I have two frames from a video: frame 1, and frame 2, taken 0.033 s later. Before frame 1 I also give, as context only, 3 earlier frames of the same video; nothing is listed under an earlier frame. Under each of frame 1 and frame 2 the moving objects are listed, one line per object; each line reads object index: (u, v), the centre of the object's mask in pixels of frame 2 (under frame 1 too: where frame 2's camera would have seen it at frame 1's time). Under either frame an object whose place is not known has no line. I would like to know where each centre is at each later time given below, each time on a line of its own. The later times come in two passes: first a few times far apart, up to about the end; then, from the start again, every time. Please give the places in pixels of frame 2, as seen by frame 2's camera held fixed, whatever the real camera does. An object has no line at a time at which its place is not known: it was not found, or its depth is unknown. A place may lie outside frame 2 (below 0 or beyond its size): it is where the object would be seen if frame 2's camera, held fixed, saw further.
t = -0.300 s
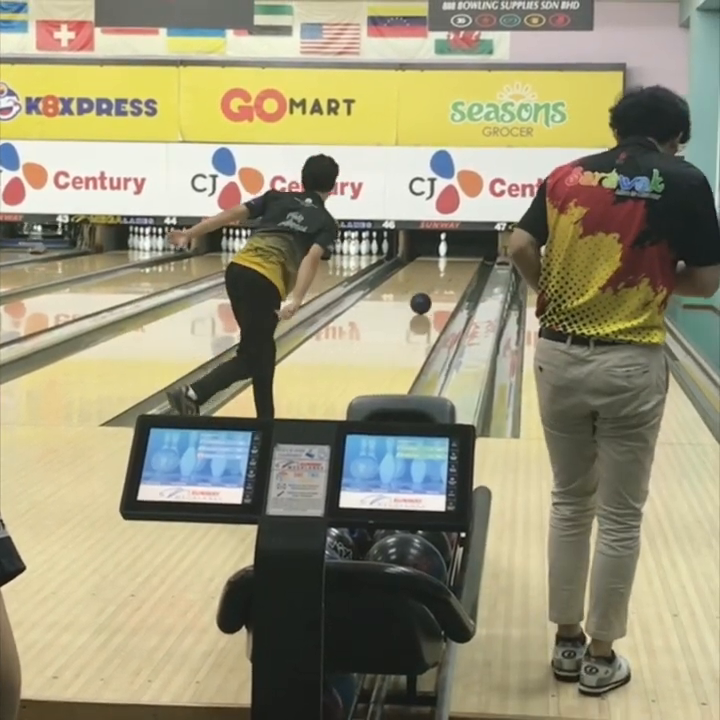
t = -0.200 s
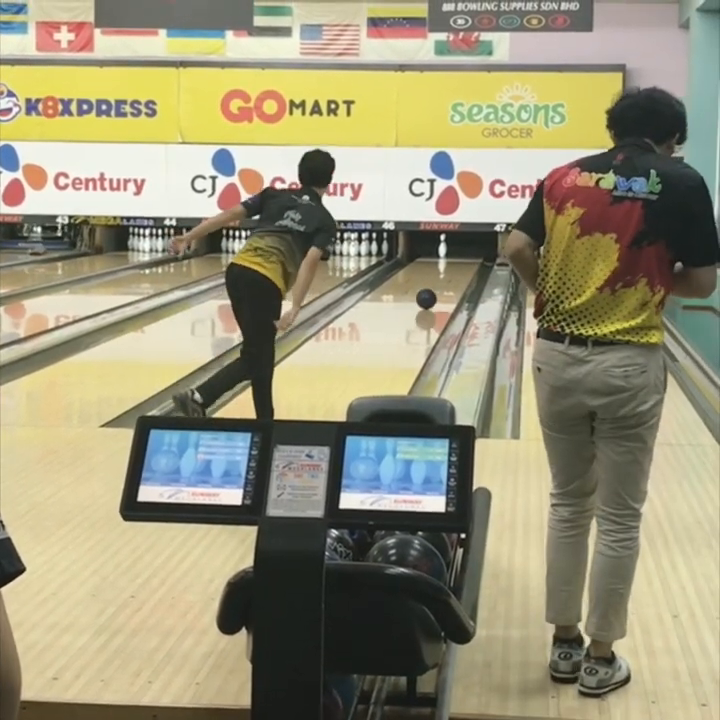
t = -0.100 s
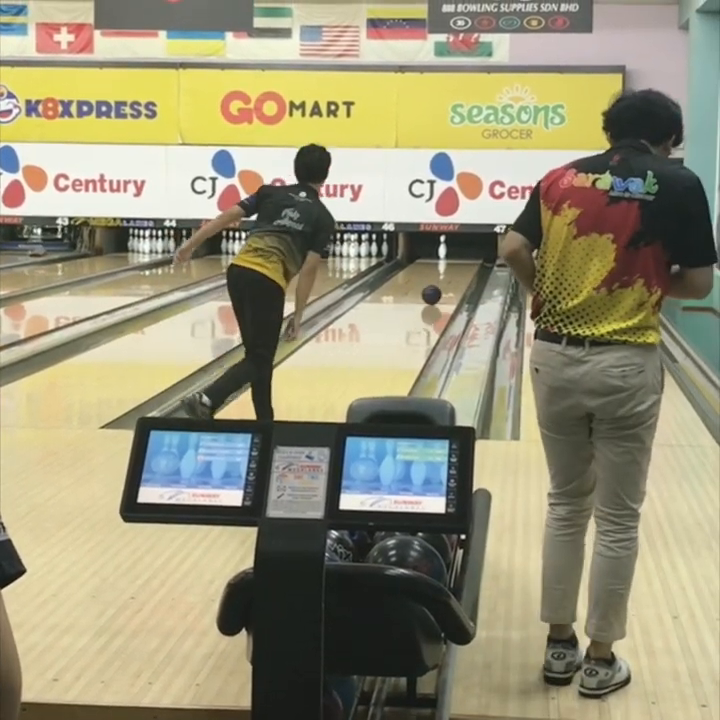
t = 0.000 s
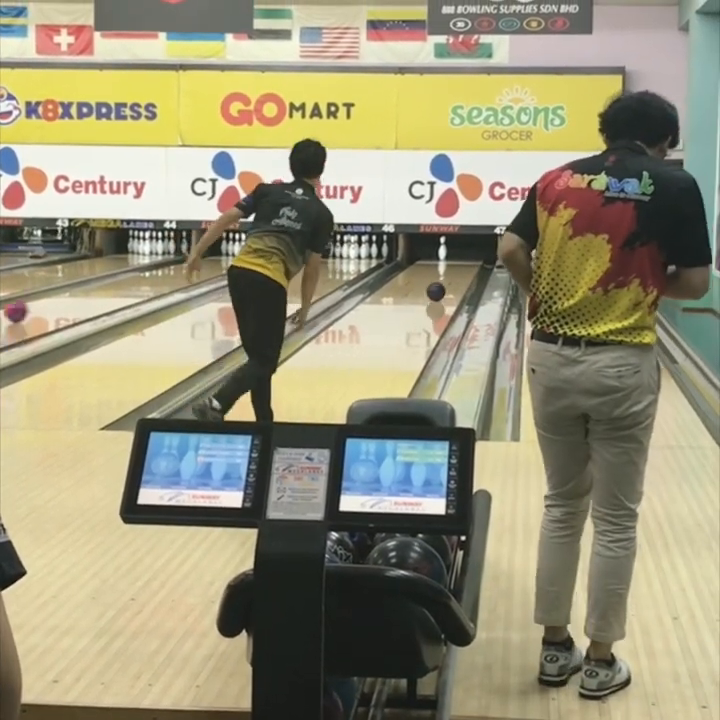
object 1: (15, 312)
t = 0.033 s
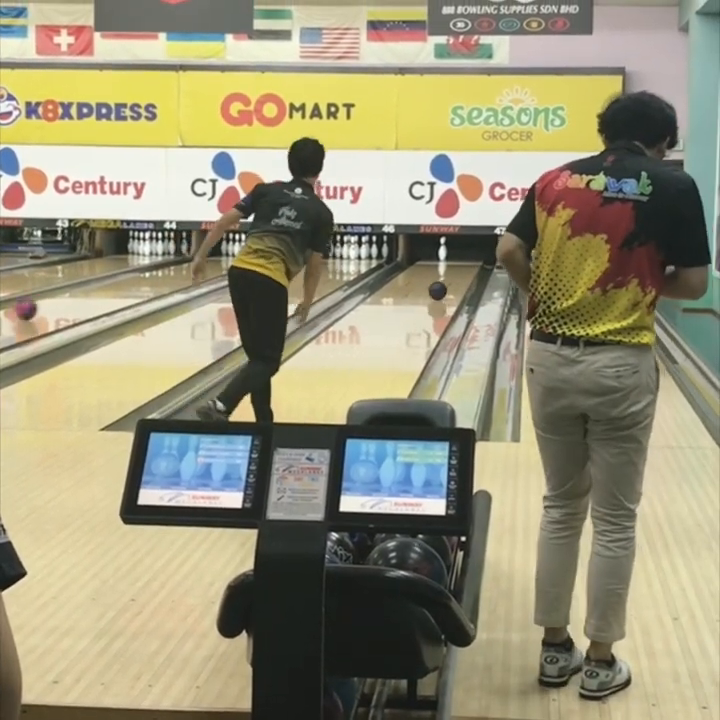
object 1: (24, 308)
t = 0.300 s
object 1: (94, 293)
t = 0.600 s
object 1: (153, 279)
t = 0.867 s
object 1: (193, 270)
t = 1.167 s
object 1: (223, 262)
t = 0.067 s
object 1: (34, 306)
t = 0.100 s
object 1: (44, 304)
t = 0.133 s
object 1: (53, 302)
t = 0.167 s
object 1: (62, 300)
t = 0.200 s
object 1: (70, 298)
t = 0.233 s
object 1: (78, 296)
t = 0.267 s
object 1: (86, 294)
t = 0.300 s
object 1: (94, 293)
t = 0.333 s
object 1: (101, 291)
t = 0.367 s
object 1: (108, 290)
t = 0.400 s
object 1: (115, 288)
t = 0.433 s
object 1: (122, 286)
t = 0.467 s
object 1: (129, 285)
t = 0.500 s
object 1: (136, 283)
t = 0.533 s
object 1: (142, 282)
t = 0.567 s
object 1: (147, 280)
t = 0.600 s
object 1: (153, 279)
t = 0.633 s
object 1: (159, 278)
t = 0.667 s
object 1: (164, 276)
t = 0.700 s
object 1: (169, 275)
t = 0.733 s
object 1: (175, 274)
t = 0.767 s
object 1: (180, 273)
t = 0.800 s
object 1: (184, 272)
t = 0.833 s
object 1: (188, 270)
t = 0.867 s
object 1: (193, 270)
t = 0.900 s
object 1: (197, 268)
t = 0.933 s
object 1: (201, 267)
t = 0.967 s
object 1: (204, 266)
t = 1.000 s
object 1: (209, 265)
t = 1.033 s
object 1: (211, 264)
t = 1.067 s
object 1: (214, 263)
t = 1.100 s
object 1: (218, 263)
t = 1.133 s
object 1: (221, 263)
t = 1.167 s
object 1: (223, 262)
